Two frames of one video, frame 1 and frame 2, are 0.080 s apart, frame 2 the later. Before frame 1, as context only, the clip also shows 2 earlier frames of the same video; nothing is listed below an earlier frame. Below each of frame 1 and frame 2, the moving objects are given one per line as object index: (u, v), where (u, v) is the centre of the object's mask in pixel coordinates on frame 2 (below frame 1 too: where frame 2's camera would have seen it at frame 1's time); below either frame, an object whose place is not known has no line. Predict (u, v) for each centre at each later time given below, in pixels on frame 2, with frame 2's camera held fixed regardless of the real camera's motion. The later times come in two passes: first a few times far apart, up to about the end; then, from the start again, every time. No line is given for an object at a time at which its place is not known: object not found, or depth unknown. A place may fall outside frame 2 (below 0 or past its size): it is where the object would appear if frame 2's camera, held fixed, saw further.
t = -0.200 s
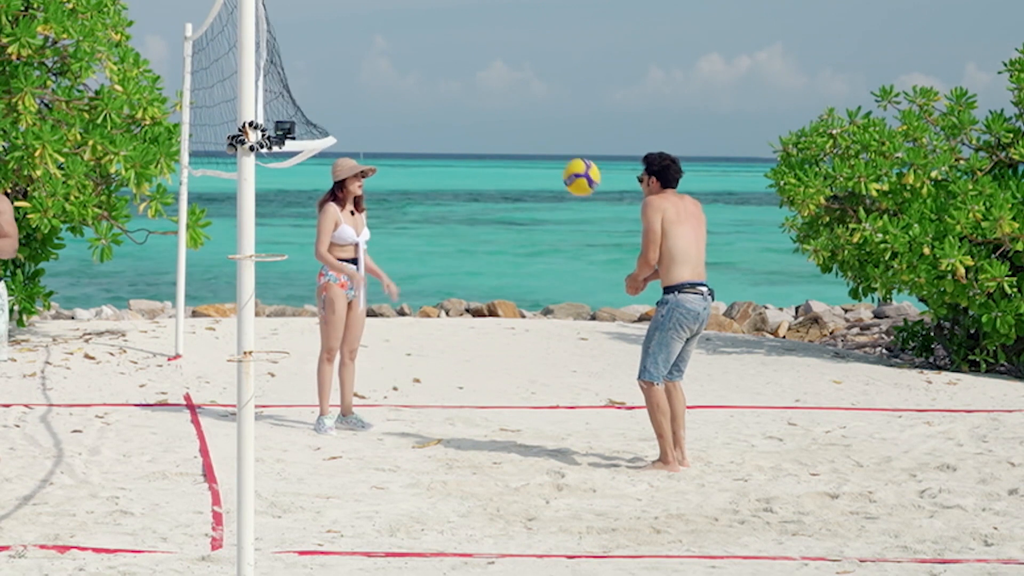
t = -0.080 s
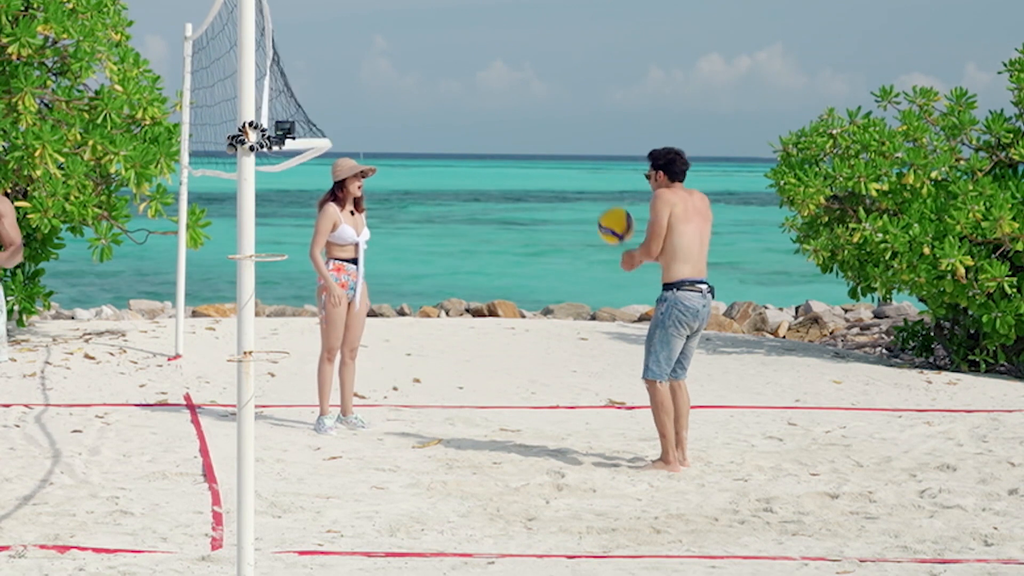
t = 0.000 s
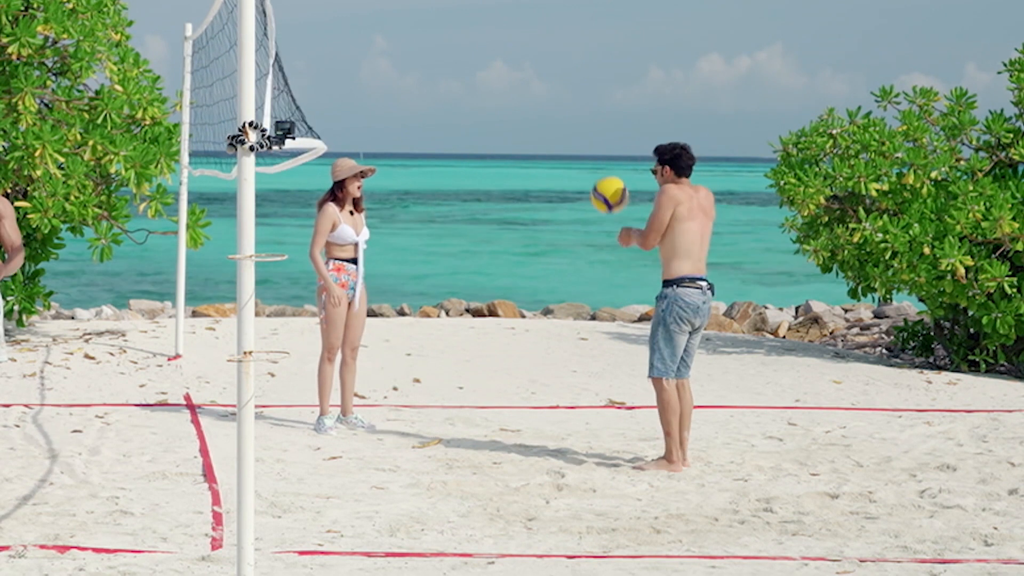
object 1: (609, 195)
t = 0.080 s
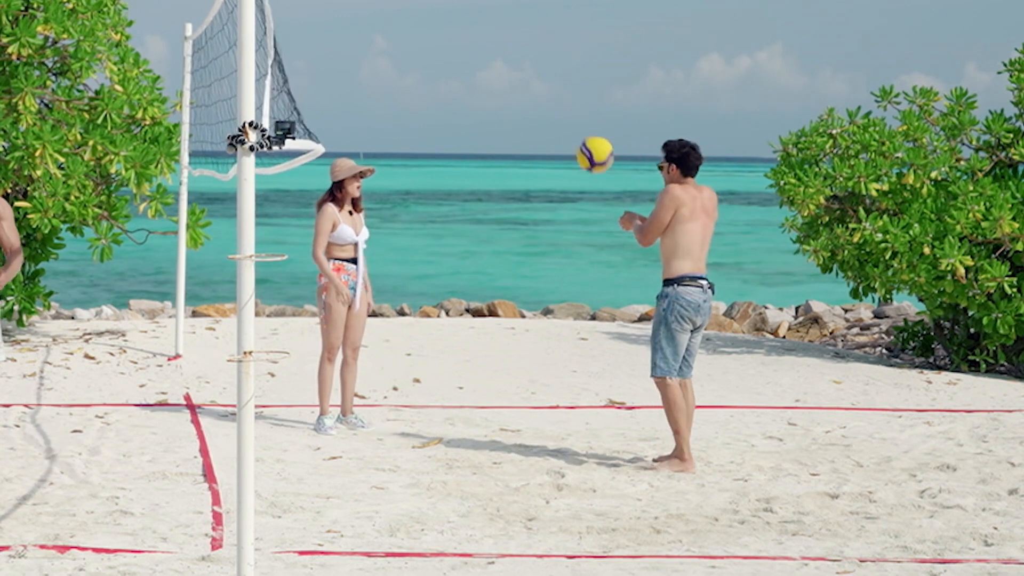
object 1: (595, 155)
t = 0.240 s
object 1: (567, 107)
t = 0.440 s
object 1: (531, 107)
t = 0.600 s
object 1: (505, 152)
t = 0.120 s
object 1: (588, 139)
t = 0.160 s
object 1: (581, 125)
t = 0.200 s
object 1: (574, 115)
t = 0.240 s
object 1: (567, 107)
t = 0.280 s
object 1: (560, 101)
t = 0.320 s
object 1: (553, 99)
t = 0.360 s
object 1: (545, 99)
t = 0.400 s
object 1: (539, 101)
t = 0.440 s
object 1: (531, 107)
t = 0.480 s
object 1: (525, 114)
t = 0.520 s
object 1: (518, 124)
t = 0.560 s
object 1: (511, 137)
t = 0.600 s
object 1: (505, 152)
